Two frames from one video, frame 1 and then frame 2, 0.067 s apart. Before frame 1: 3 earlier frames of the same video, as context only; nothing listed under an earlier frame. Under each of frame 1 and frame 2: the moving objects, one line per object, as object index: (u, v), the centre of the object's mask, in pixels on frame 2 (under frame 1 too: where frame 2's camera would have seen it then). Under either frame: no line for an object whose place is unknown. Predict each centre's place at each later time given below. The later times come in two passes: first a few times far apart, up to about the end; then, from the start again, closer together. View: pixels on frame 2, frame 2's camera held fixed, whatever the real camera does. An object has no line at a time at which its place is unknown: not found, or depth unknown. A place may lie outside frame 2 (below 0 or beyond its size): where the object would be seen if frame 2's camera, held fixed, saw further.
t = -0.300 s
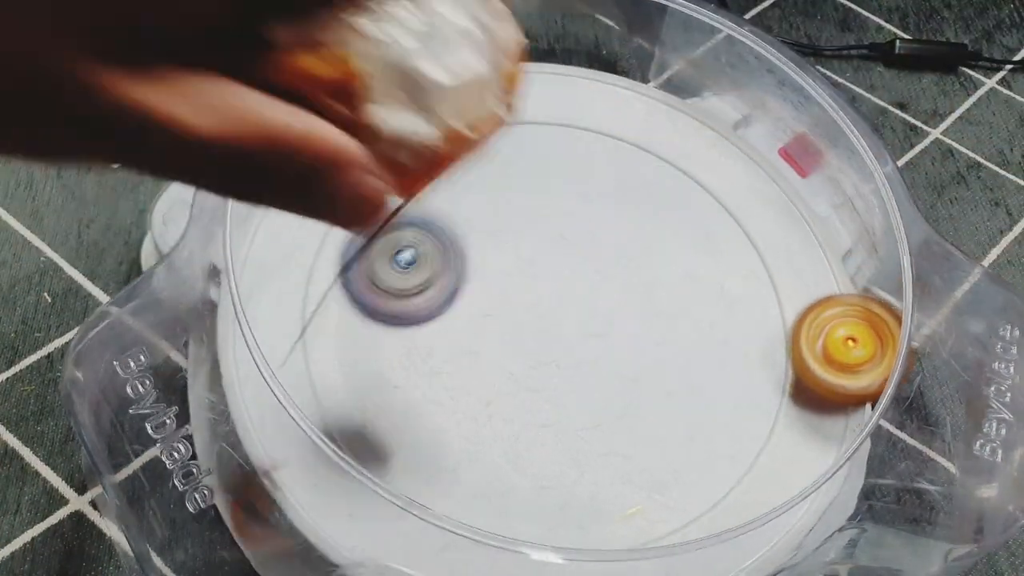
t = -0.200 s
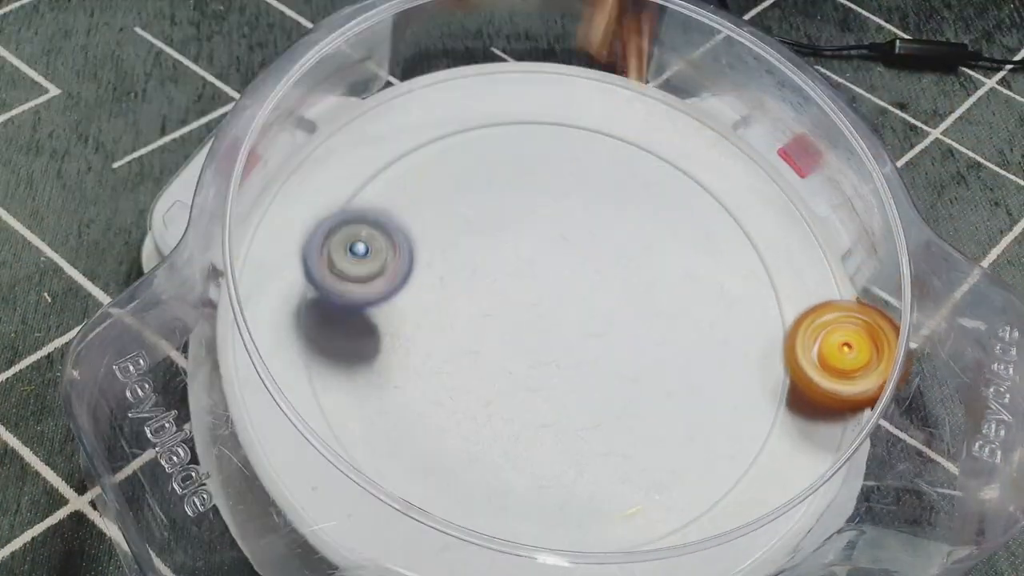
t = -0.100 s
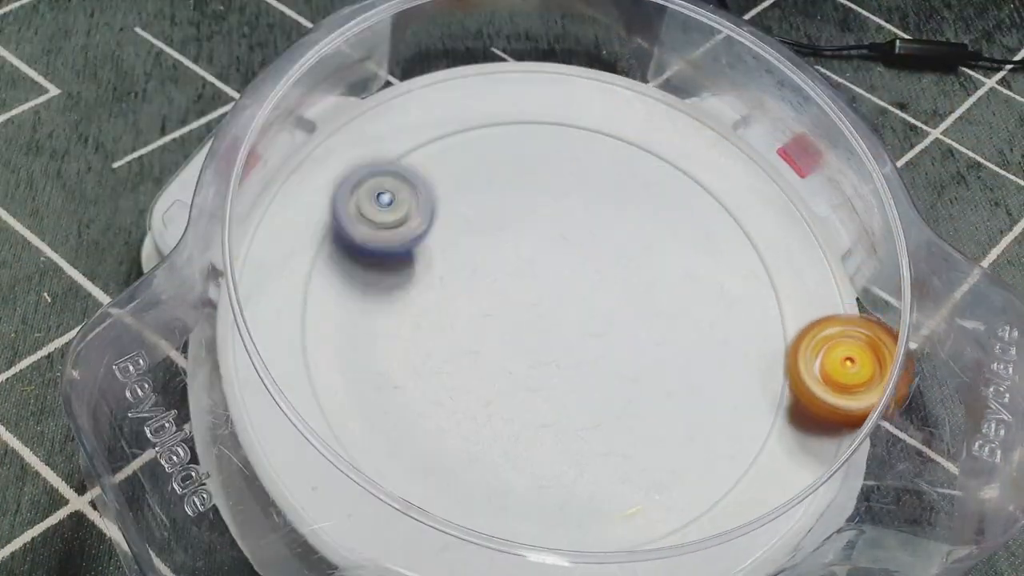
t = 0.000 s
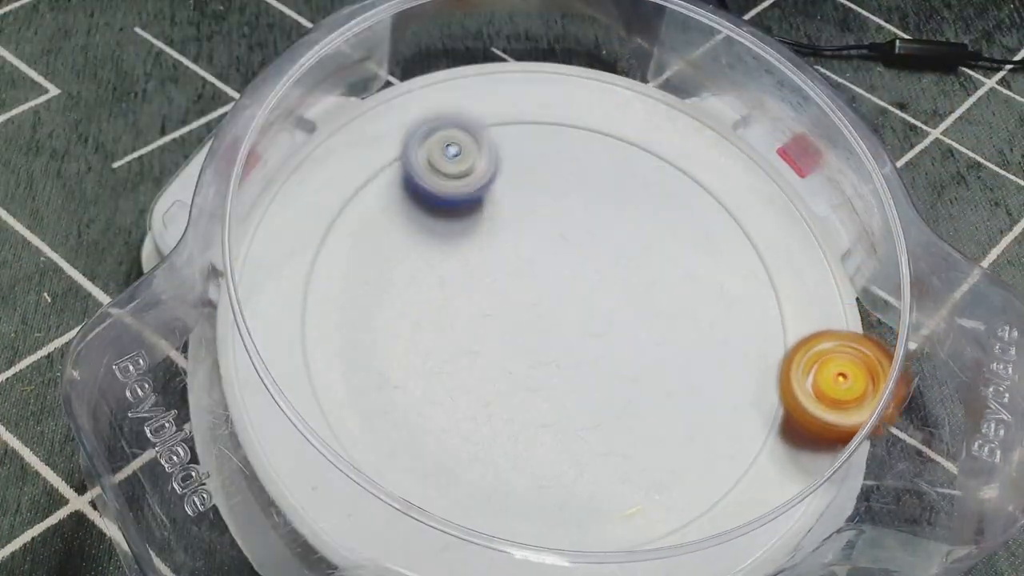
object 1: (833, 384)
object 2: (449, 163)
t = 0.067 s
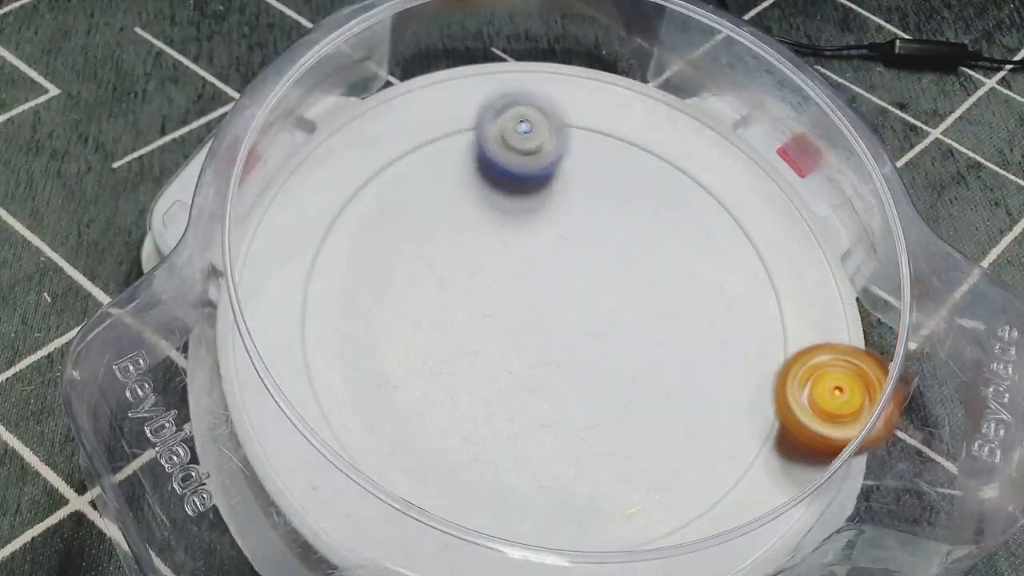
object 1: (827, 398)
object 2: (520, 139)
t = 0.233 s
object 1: (821, 440)
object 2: (718, 197)
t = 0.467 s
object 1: (827, 475)
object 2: (602, 370)
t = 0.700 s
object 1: (631, 329)
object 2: (280, 237)
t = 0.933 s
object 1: (312, 354)
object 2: (557, 160)
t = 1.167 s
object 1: (472, 484)
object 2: (810, 383)
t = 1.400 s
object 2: (867, 321)
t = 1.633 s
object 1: (389, 302)
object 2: (461, 191)
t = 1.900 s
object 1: (527, 285)
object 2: (379, 240)
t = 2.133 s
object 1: (583, 246)
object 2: (405, 250)
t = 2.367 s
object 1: (711, 137)
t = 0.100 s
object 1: (824, 404)
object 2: (563, 137)
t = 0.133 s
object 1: (820, 412)
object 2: (609, 144)
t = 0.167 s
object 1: (827, 426)
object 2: (654, 159)
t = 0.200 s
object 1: (822, 435)
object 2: (699, 181)
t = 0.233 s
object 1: (821, 440)
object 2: (718, 197)
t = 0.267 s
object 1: (816, 453)
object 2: (761, 258)
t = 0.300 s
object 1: (813, 460)
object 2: (772, 308)
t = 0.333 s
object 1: (809, 466)
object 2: (774, 360)
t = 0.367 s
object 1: (823, 502)
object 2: (747, 377)
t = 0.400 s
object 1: (824, 500)
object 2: (704, 375)
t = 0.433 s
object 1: (826, 490)
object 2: (655, 374)
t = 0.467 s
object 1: (827, 475)
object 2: (602, 370)
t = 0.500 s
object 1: (818, 455)
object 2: (546, 363)
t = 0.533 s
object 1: (801, 431)
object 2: (487, 355)
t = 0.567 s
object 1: (779, 412)
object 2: (427, 340)
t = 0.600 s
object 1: (748, 394)
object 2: (369, 318)
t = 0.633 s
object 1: (714, 369)
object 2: (318, 291)
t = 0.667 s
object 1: (674, 346)
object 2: (283, 257)
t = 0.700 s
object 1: (631, 329)
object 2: (280, 237)
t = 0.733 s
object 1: (584, 317)
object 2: (305, 223)
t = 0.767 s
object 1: (537, 311)
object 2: (334, 205)
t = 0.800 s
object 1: (487, 310)
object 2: (368, 191)
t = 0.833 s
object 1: (438, 315)
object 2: (406, 179)
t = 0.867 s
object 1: (367, 332)
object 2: (476, 163)
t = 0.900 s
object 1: (325, 348)
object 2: (529, 160)
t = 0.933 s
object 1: (312, 354)
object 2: (557, 160)
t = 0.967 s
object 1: (321, 366)
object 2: (614, 165)
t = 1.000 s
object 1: (345, 390)
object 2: (695, 185)
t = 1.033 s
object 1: (366, 407)
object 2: (743, 210)
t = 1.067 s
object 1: (379, 417)
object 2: (764, 229)
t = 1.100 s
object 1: (406, 438)
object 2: (788, 274)
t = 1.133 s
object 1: (438, 461)
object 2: (804, 325)
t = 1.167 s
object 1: (472, 484)
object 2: (810, 383)
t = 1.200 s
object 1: (510, 504)
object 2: (802, 435)
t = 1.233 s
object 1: (553, 507)
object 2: (797, 508)
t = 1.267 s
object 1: (590, 507)
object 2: (762, 516)
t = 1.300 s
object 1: (538, 496)
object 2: (844, 491)
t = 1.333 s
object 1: (445, 471)
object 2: (957, 447)
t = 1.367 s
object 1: (373, 433)
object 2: (924, 368)
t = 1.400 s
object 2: (867, 321)
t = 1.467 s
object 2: (739, 282)
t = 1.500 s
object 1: (281, 323)
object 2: (677, 263)
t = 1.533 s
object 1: (305, 315)
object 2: (617, 245)
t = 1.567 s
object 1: (330, 312)
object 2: (561, 226)
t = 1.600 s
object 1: (358, 306)
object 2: (509, 207)
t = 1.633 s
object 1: (389, 302)
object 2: (461, 191)
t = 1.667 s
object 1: (419, 301)
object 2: (418, 176)
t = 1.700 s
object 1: (449, 299)
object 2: (380, 164)
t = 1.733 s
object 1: (475, 298)
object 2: (367, 167)
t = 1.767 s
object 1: (498, 297)
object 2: (353, 181)
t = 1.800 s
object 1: (515, 294)
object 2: (348, 191)
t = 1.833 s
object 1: (525, 292)
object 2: (350, 205)
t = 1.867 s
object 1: (529, 289)
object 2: (360, 224)
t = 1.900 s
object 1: (527, 285)
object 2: (379, 240)
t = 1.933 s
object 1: (520, 278)
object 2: (405, 255)
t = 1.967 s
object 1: (540, 276)
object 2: (398, 260)
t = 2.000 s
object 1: (562, 273)
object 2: (387, 260)
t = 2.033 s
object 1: (578, 270)
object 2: (382, 260)
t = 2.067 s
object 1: (587, 263)
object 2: (384, 259)
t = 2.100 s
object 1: (589, 255)
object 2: (392, 256)
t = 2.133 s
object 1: (583, 246)
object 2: (405, 250)
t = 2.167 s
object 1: (571, 235)
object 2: (424, 242)
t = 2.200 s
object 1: (553, 224)
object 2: (445, 234)
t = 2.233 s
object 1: (630, 184)
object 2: (350, 235)
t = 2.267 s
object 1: (673, 154)
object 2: (293, 235)
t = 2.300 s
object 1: (690, 140)
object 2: (280, 237)
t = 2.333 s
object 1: (715, 120)
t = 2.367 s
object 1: (711, 137)
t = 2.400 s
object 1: (707, 146)
